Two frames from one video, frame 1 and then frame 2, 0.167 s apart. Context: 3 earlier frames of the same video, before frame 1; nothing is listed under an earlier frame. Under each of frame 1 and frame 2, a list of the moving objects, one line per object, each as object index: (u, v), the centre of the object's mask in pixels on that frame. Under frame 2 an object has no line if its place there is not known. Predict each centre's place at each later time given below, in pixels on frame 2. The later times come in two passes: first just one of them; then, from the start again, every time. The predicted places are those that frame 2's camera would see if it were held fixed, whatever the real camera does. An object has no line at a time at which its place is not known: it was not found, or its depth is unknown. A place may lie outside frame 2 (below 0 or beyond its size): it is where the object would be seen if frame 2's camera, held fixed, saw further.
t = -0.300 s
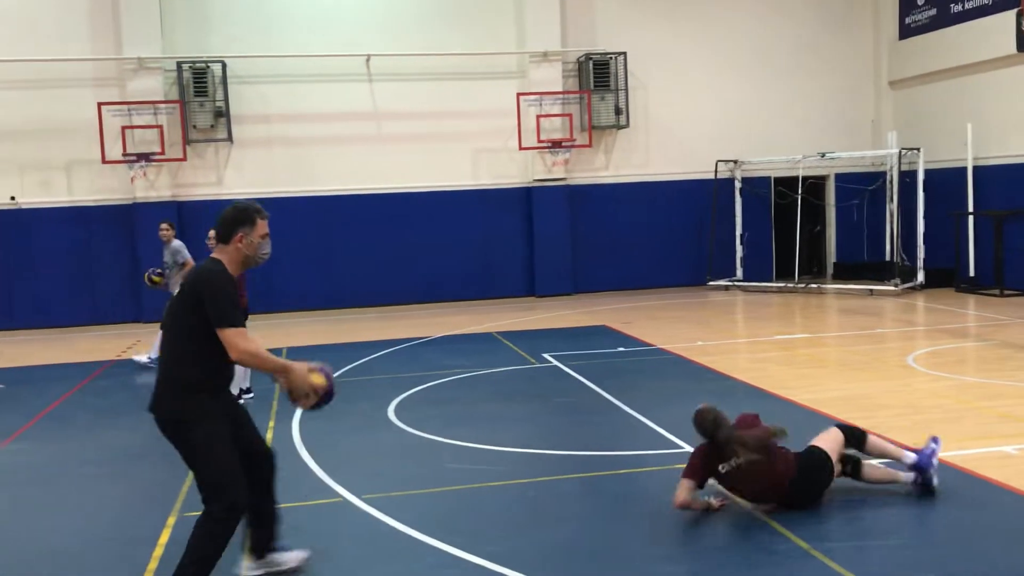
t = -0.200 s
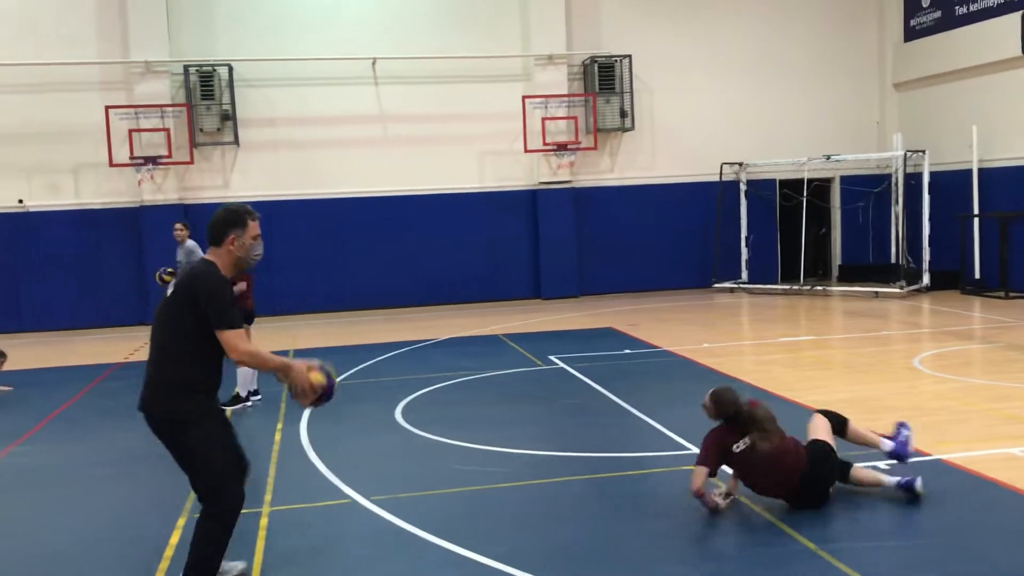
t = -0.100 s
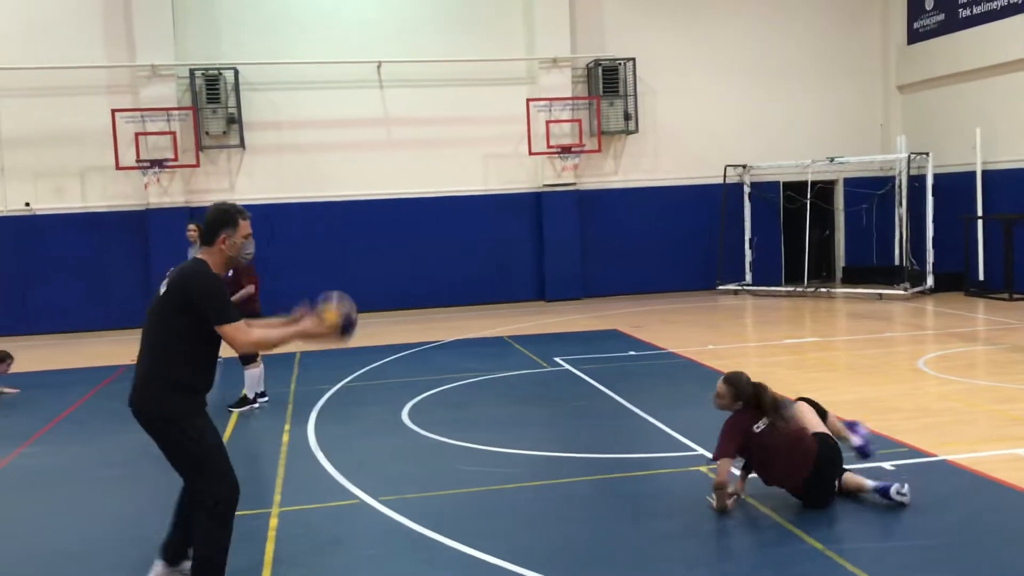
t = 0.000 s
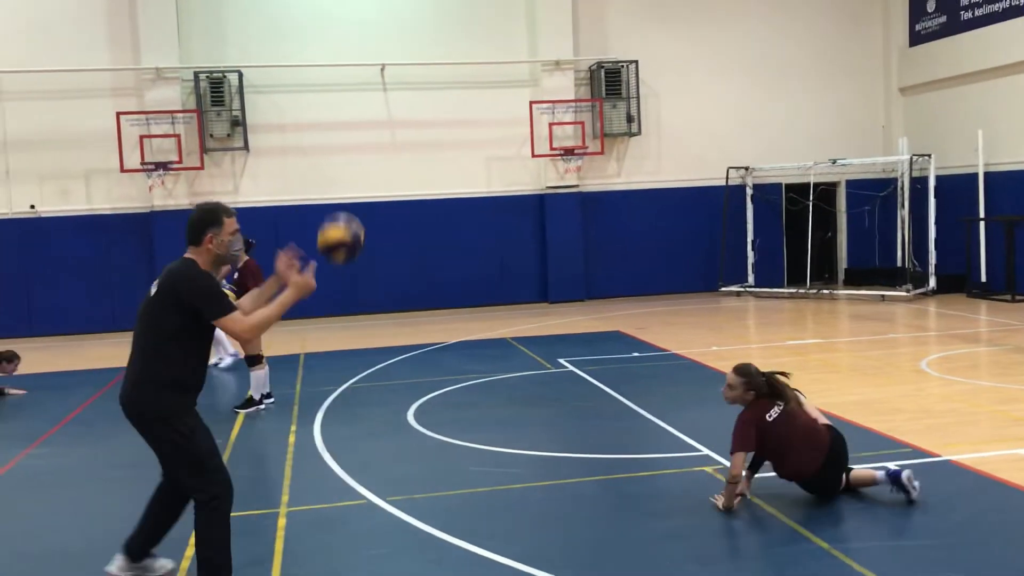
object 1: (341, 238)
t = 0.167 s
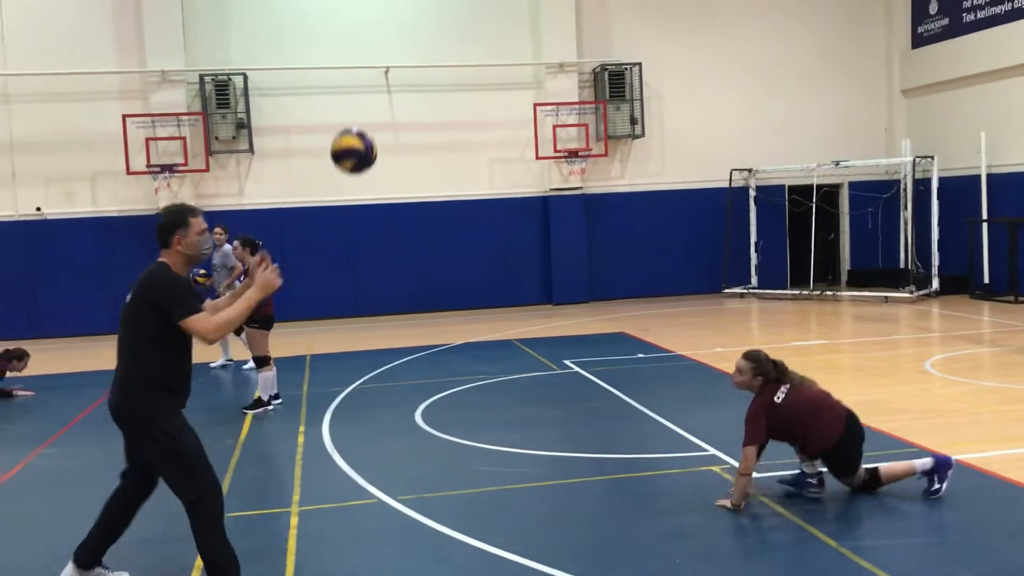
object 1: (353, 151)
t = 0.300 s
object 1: (362, 123)
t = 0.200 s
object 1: (355, 140)
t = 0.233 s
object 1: (357, 132)
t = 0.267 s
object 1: (360, 126)
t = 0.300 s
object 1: (362, 123)
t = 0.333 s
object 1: (364, 122)
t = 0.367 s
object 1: (364, 122)
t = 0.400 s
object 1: (367, 126)
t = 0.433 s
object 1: (372, 132)
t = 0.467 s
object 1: (374, 140)
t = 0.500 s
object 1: (377, 150)
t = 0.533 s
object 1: (379, 162)
